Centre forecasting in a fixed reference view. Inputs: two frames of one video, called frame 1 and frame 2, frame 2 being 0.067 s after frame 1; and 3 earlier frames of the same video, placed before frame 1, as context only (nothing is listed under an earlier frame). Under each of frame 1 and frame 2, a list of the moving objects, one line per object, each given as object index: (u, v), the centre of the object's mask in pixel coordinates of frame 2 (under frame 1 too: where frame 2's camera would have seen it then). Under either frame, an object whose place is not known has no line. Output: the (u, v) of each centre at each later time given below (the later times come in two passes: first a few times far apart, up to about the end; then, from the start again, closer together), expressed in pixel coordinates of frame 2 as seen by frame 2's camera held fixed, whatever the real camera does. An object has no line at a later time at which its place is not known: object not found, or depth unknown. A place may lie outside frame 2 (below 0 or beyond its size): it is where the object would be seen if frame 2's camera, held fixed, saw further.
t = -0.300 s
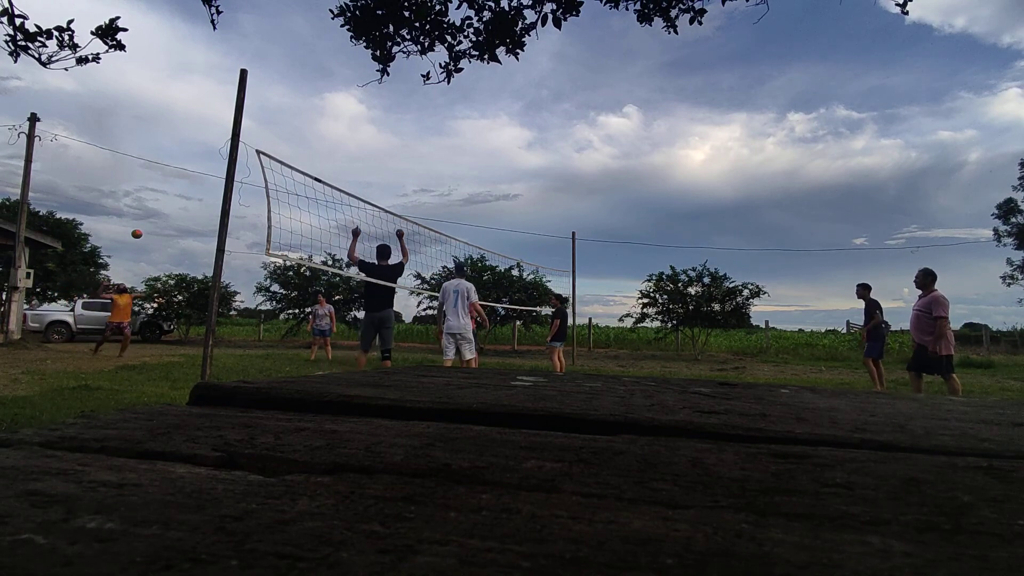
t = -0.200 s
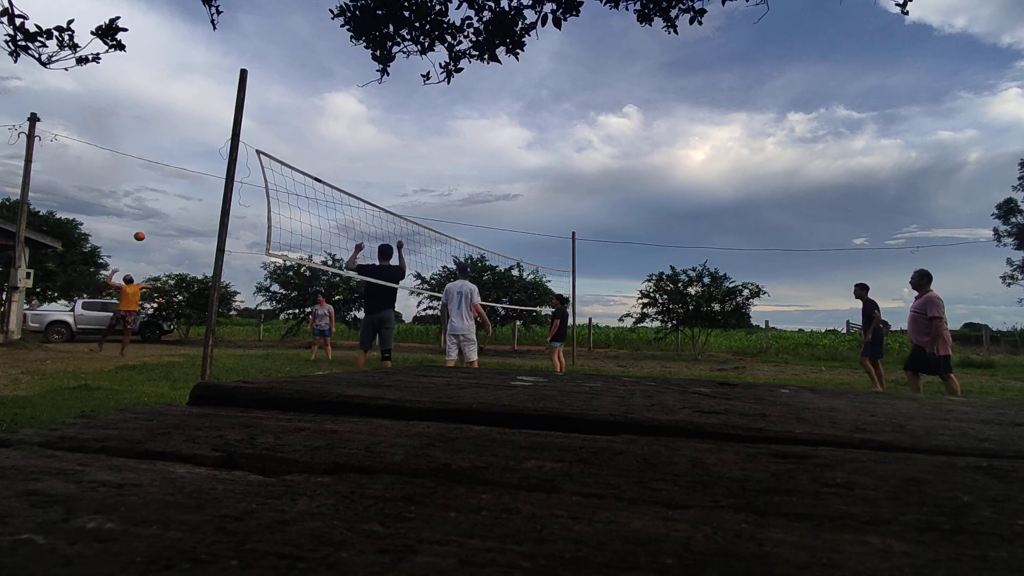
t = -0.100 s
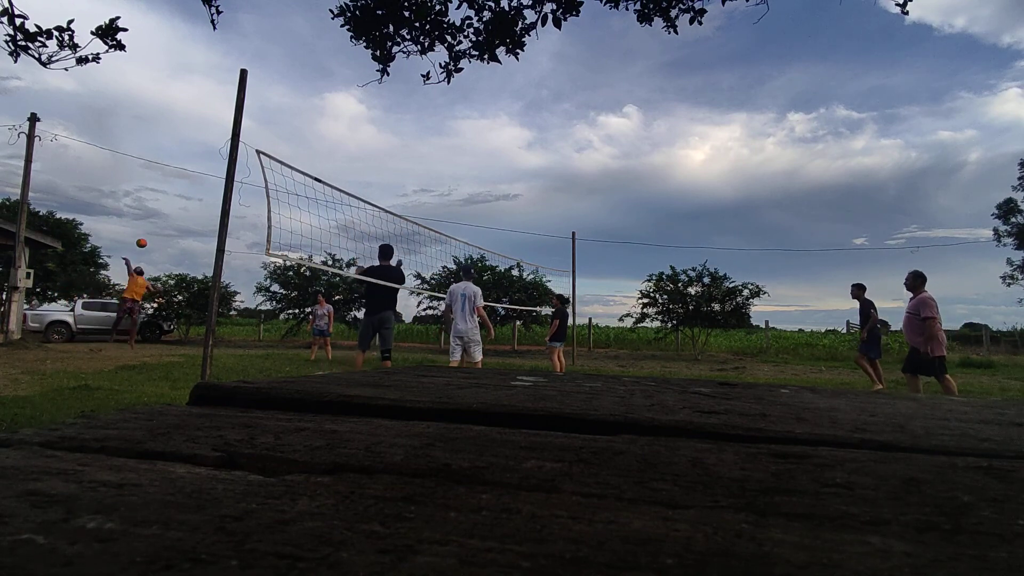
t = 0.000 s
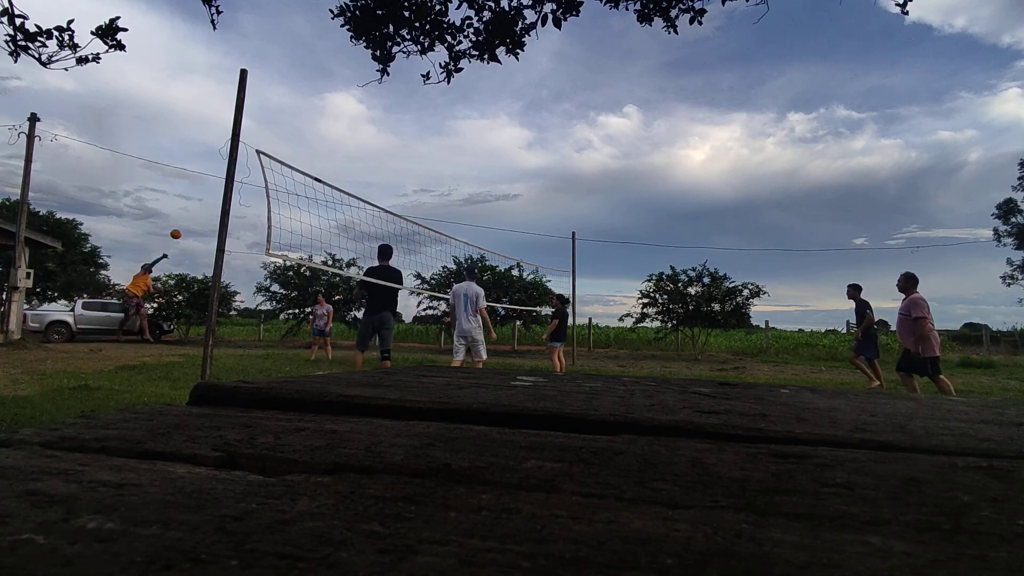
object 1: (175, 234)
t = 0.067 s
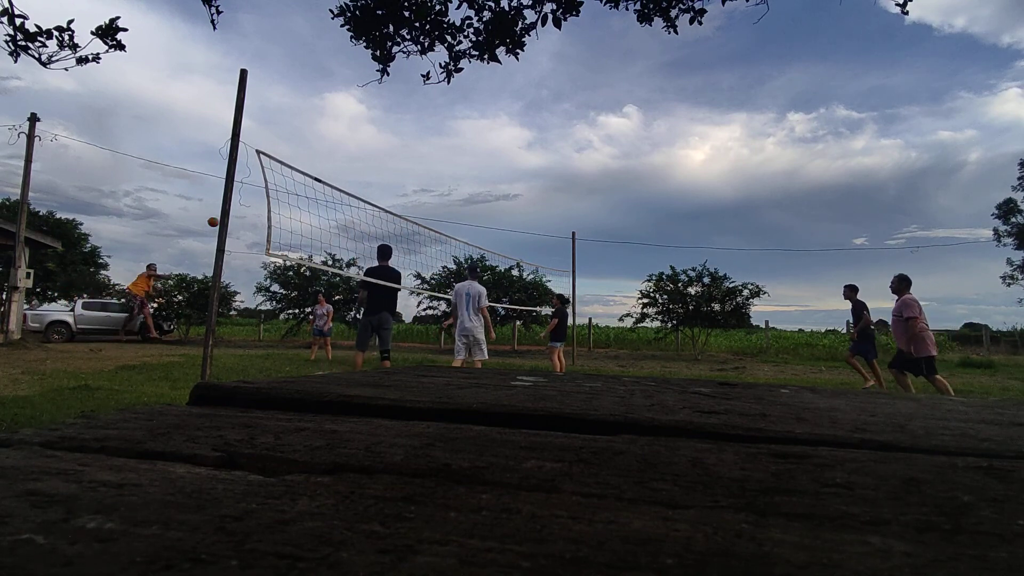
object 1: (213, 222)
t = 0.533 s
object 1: (529, 185)
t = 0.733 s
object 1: (707, 210)
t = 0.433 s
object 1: (453, 183)
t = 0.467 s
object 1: (478, 183)
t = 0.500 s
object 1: (503, 184)
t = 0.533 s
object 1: (529, 185)
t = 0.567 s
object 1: (556, 187)
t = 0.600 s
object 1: (584, 190)
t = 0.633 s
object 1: (614, 193)
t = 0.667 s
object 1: (644, 198)
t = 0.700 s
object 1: (675, 203)
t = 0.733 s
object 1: (707, 210)
